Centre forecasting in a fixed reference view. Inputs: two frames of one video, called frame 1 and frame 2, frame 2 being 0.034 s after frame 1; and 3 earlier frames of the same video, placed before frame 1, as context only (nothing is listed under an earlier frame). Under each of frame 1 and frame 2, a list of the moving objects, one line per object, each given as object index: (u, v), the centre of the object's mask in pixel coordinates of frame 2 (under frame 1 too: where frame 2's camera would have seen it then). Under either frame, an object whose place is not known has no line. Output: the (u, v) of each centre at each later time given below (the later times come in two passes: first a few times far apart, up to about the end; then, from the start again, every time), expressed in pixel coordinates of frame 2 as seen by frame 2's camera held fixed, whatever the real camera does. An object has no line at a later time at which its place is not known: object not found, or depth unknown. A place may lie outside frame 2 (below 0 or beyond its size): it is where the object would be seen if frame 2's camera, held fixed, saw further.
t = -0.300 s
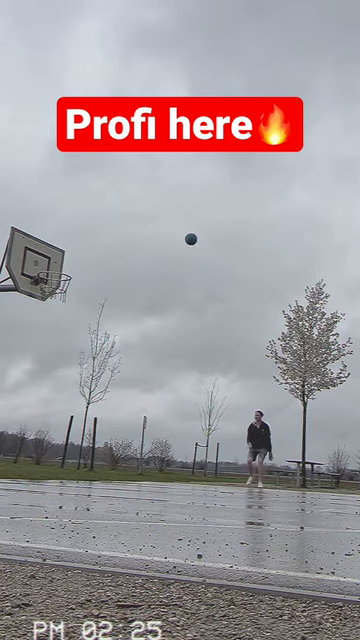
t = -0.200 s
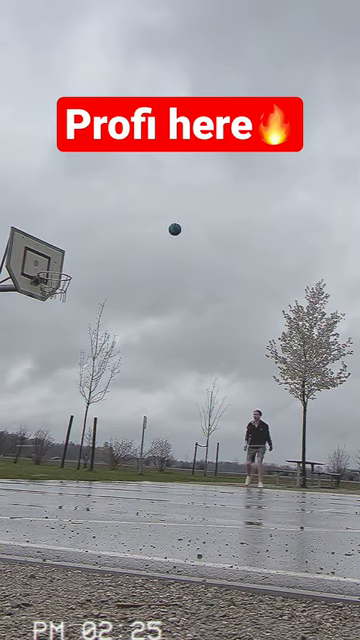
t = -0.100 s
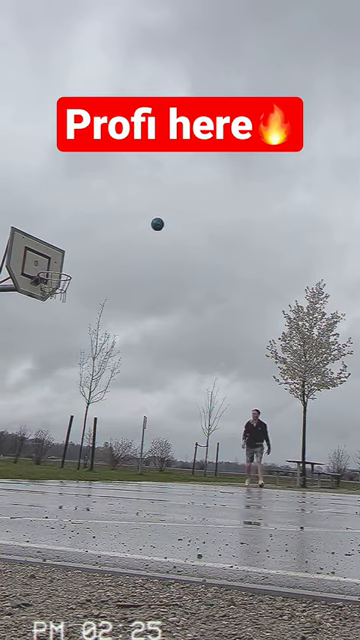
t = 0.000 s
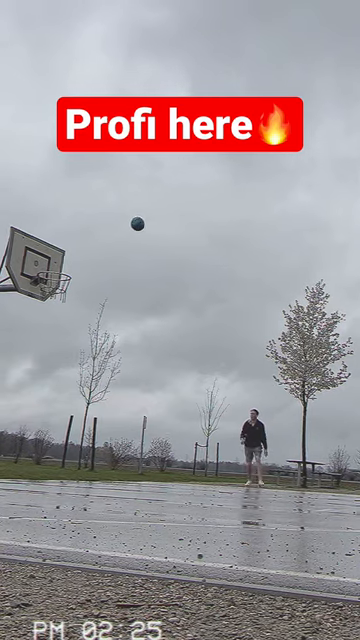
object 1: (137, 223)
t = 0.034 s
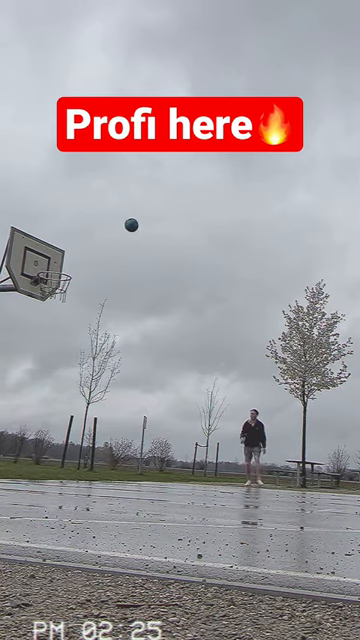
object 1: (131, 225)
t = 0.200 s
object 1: (93, 240)
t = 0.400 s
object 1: (44, 282)
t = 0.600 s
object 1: (47, 304)
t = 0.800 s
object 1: (46, 353)
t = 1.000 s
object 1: (41, 430)
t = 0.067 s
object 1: (124, 226)
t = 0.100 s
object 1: (117, 228)
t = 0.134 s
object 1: (109, 232)
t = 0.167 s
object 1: (101, 235)
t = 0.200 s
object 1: (93, 240)
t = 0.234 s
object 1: (85, 245)
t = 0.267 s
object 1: (76, 251)
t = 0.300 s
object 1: (68, 259)
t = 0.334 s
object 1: (58, 266)
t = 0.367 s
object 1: (46, 277)
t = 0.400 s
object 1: (44, 282)
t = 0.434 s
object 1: (45, 284)
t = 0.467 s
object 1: (47, 287)
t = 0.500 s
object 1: (47, 290)
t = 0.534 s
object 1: (47, 294)
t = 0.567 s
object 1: (47, 300)
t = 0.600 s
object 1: (47, 304)
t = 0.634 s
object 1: (47, 311)
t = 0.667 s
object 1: (47, 317)
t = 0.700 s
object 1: (47, 325)
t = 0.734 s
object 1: (47, 333)
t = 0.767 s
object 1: (47, 343)
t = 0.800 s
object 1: (46, 353)
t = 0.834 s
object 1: (46, 364)
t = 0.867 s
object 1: (45, 376)
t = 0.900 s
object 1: (44, 388)
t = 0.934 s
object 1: (43, 401)
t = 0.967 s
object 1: (42, 415)
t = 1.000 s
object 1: (41, 430)
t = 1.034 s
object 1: (39, 444)
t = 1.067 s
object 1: (38, 463)
